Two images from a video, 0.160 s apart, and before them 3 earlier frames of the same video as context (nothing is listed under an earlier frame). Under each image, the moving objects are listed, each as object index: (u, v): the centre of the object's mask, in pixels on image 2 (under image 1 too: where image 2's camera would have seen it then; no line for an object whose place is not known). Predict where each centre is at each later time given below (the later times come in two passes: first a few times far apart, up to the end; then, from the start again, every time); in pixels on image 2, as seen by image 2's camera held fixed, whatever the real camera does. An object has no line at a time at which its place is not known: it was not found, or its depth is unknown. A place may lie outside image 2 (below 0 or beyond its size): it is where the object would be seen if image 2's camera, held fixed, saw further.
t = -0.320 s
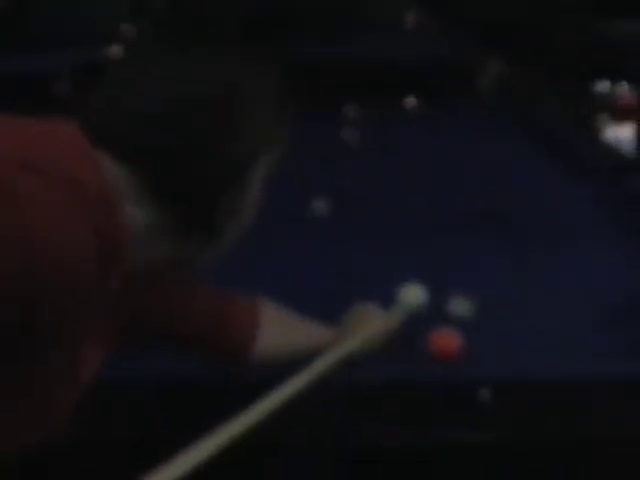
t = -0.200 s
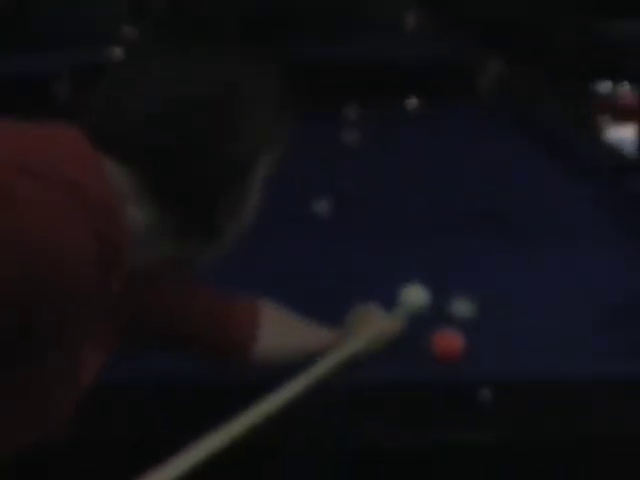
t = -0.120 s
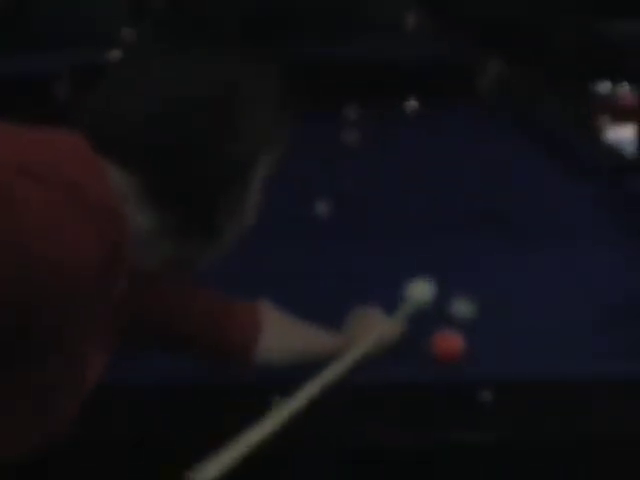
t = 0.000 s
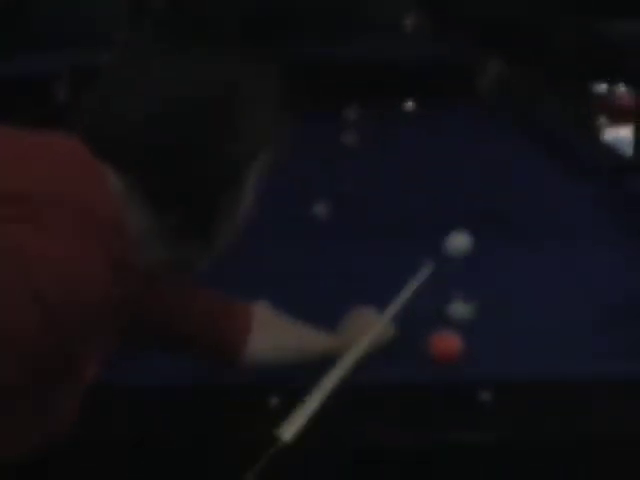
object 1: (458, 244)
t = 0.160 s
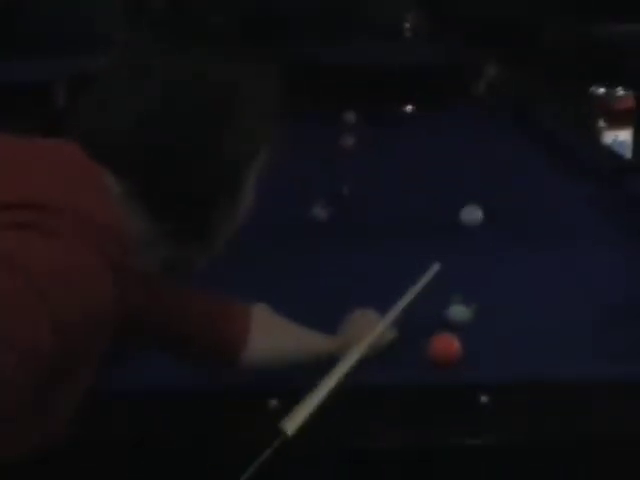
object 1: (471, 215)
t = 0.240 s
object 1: (460, 213)
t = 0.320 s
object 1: (450, 212)
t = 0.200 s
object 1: (465, 213)
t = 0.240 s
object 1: (460, 213)
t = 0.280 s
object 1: (454, 212)
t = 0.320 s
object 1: (450, 212)
